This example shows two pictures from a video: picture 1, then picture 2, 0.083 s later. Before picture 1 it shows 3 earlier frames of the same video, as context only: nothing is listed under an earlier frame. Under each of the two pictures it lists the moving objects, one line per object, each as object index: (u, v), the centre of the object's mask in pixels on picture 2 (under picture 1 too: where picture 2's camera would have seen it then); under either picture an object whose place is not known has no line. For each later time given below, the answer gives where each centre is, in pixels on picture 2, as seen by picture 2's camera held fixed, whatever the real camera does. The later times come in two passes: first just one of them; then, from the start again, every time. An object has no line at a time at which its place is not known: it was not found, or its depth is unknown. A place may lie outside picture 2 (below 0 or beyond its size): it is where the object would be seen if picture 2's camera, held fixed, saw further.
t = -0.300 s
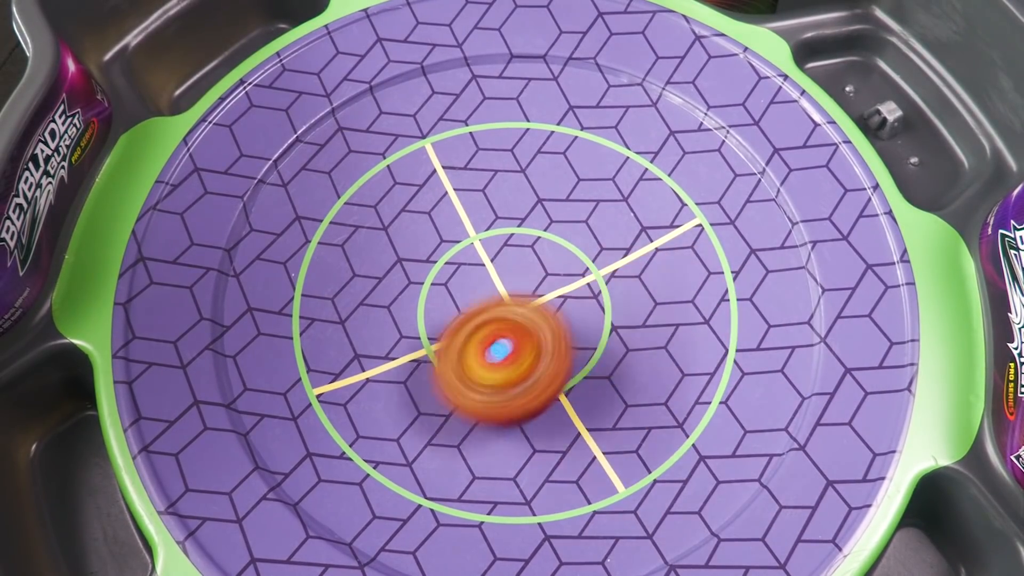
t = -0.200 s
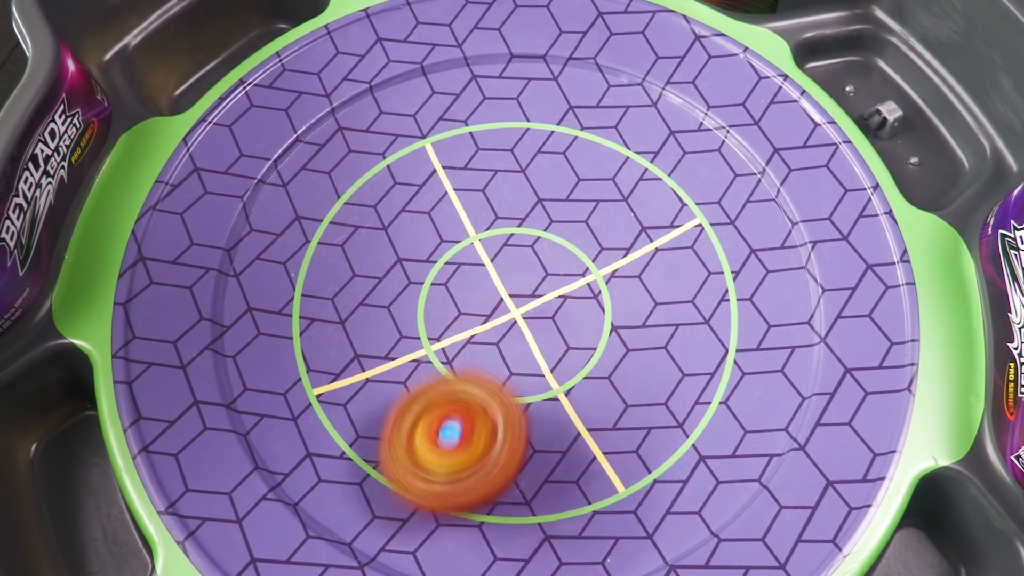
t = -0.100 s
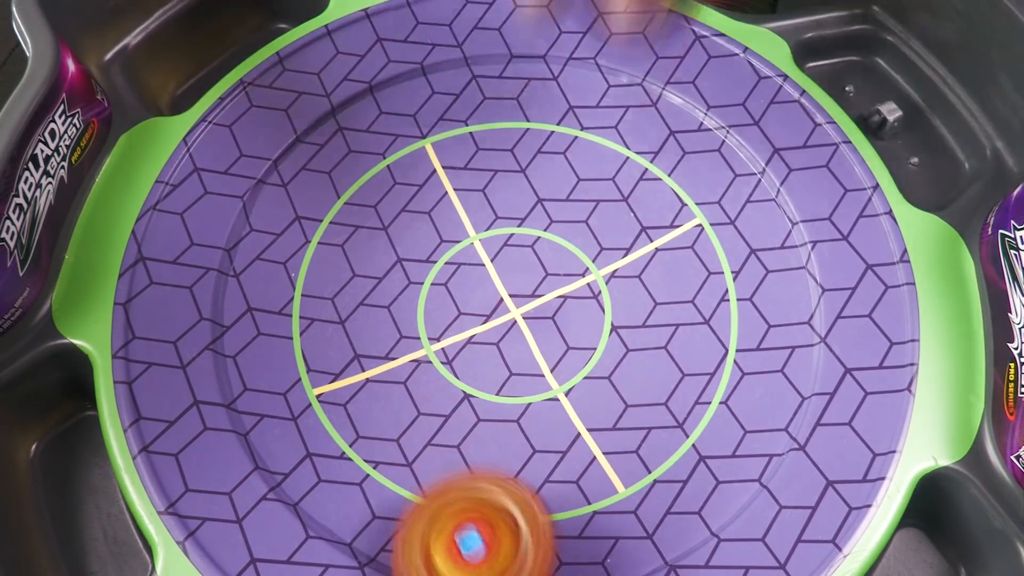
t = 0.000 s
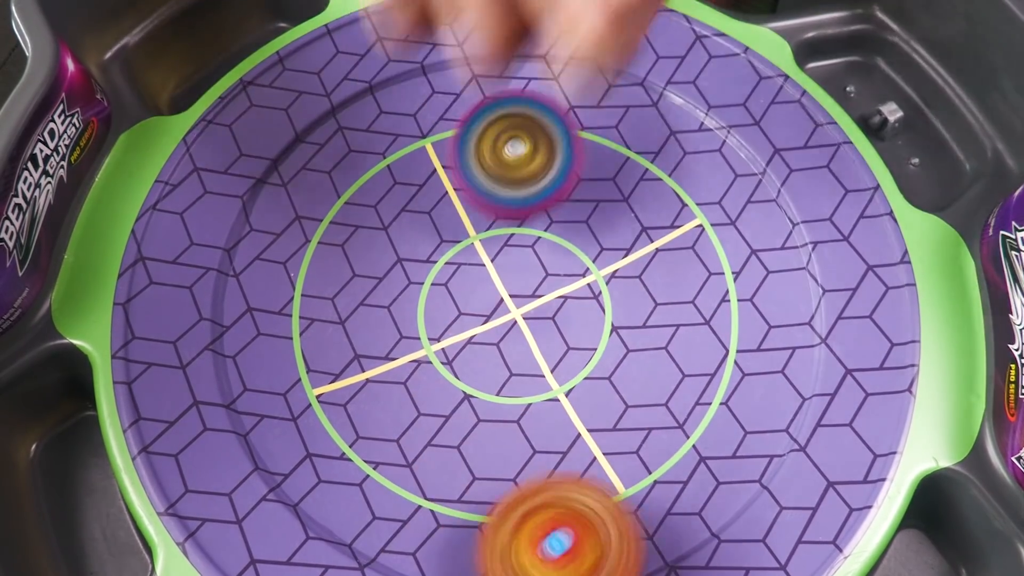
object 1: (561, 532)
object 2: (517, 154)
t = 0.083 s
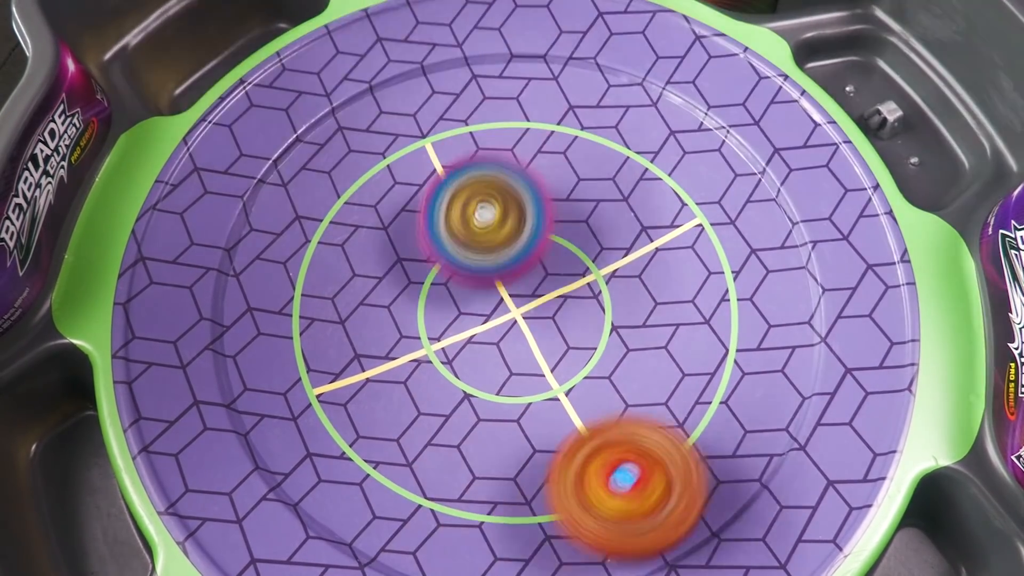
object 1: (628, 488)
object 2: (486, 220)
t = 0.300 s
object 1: (852, 400)
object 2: (295, 205)
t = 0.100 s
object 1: (637, 474)
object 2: (483, 234)
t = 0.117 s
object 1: (646, 460)
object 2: (483, 250)
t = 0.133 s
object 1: (653, 446)
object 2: (483, 264)
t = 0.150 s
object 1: (659, 433)
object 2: (487, 278)
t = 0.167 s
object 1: (662, 420)
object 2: (491, 297)
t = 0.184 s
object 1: (664, 407)
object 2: (496, 312)
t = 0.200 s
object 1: (664, 395)
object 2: (505, 329)
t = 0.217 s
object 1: (664, 384)
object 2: (513, 341)
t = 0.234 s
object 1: (720, 401)
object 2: (477, 327)
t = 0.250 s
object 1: (792, 423)
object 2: (427, 296)
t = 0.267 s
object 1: (812, 415)
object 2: (376, 266)
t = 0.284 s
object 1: (830, 404)
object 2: (334, 234)
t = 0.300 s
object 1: (852, 400)
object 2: (295, 205)
